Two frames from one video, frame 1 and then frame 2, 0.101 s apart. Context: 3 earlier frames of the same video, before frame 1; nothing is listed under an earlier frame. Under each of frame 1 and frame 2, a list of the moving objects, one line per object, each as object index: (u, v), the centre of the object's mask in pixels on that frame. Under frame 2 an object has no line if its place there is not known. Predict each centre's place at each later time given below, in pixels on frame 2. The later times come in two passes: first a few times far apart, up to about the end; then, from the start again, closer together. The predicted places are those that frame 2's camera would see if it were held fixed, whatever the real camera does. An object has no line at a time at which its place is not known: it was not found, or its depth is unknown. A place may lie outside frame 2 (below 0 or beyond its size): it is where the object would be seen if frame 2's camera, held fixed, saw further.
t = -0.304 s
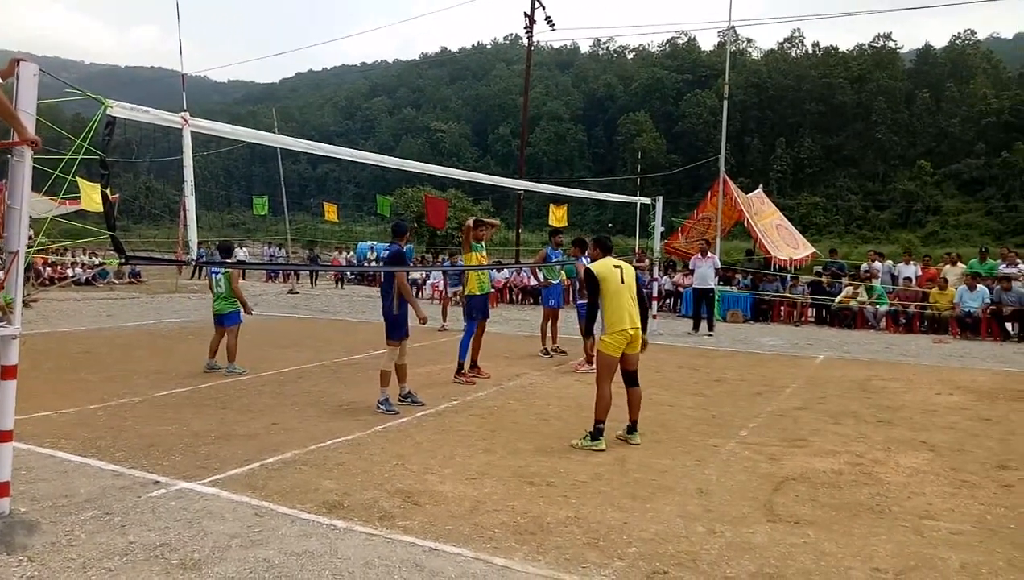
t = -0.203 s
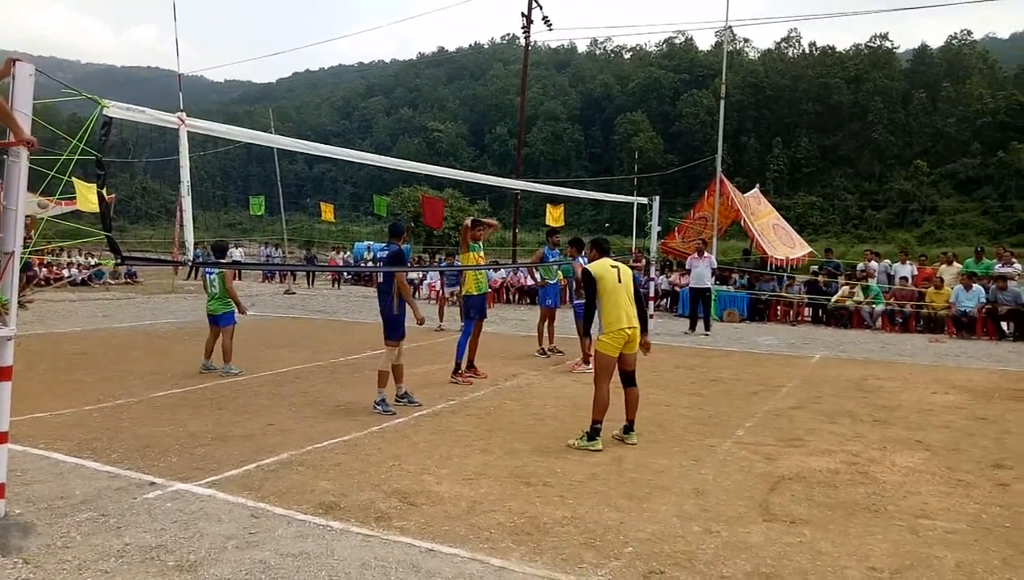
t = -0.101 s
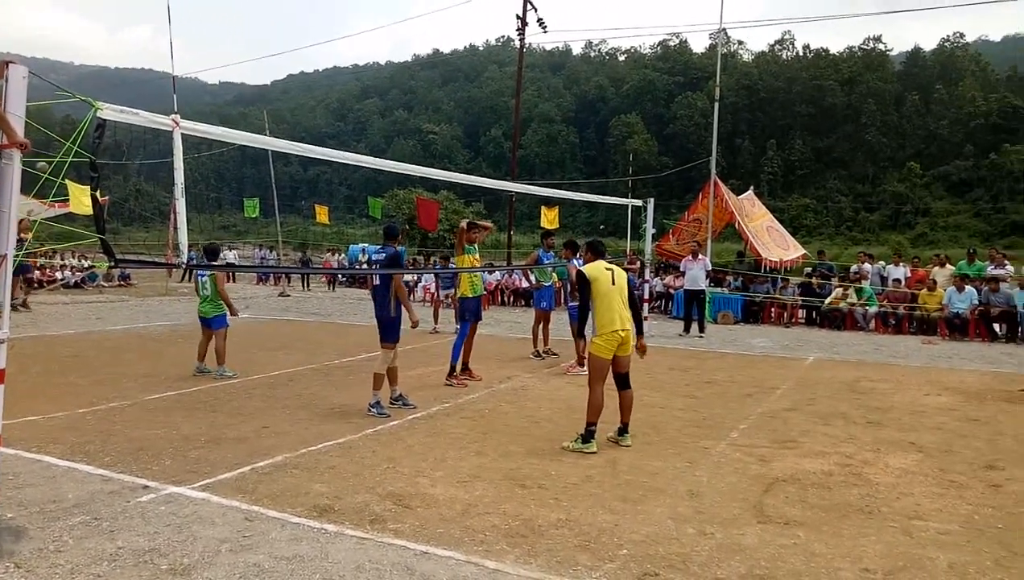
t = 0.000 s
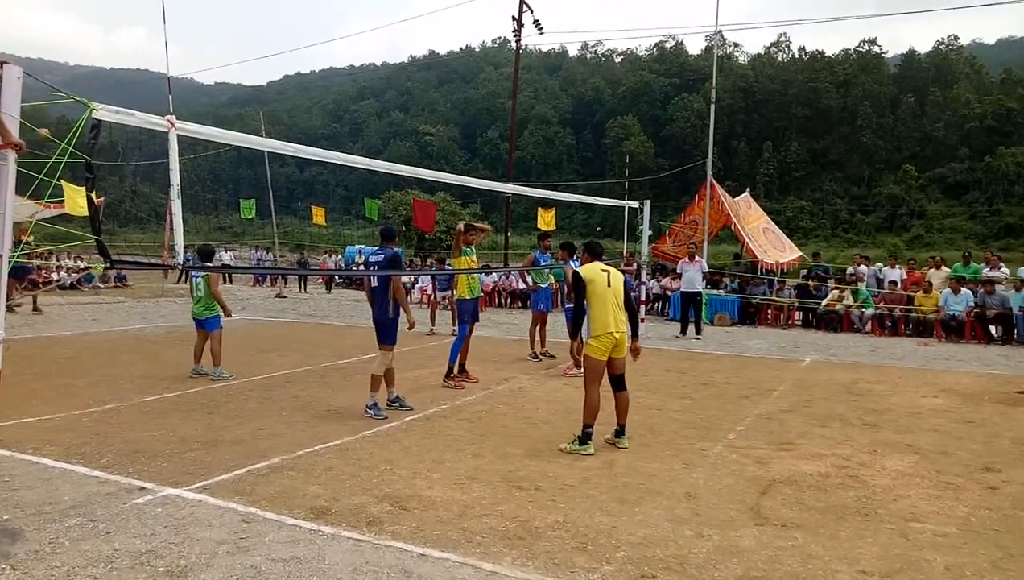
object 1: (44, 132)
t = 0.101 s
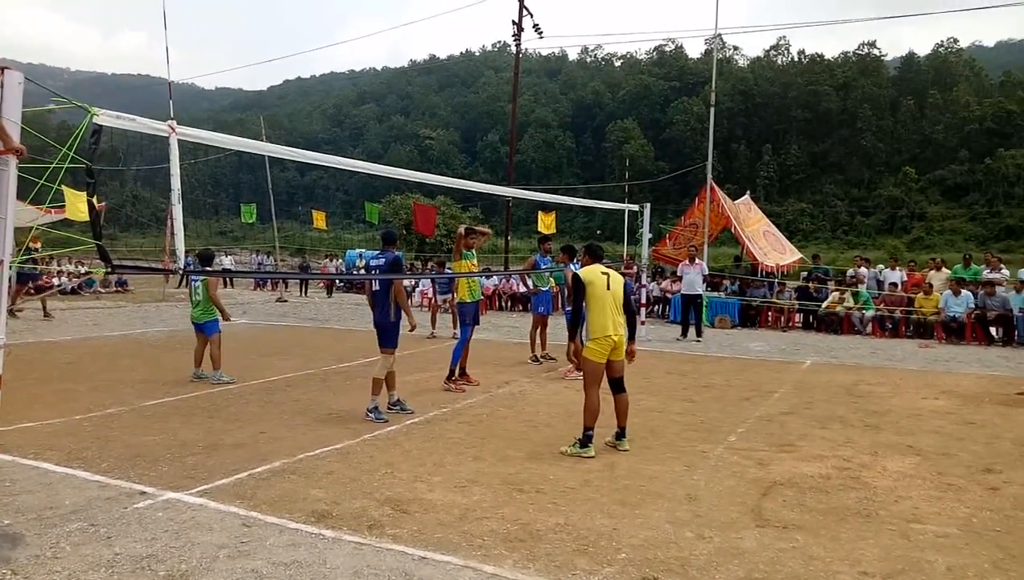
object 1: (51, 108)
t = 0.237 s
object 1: (61, 78)
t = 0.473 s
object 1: (78, 44)
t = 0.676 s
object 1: (93, 38)
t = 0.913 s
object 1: (115, 57)
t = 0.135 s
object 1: (53, 100)
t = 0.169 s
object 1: (56, 92)
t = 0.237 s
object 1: (61, 78)
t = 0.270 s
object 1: (63, 72)
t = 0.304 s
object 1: (65, 65)
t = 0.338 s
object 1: (67, 60)
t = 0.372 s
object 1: (70, 55)
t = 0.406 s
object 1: (72, 50)
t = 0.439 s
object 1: (75, 47)
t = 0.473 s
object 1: (78, 44)
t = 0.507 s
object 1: (81, 42)
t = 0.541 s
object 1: (84, 40)
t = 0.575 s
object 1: (87, 39)
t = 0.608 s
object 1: (89, 38)
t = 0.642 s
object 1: (91, 38)
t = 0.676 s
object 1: (93, 38)
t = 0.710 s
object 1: (97, 39)
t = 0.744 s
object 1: (100, 40)
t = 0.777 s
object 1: (103, 43)
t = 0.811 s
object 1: (106, 45)
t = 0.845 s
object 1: (109, 49)
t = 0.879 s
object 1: (112, 53)
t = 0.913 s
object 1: (115, 57)
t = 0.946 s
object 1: (118, 62)
